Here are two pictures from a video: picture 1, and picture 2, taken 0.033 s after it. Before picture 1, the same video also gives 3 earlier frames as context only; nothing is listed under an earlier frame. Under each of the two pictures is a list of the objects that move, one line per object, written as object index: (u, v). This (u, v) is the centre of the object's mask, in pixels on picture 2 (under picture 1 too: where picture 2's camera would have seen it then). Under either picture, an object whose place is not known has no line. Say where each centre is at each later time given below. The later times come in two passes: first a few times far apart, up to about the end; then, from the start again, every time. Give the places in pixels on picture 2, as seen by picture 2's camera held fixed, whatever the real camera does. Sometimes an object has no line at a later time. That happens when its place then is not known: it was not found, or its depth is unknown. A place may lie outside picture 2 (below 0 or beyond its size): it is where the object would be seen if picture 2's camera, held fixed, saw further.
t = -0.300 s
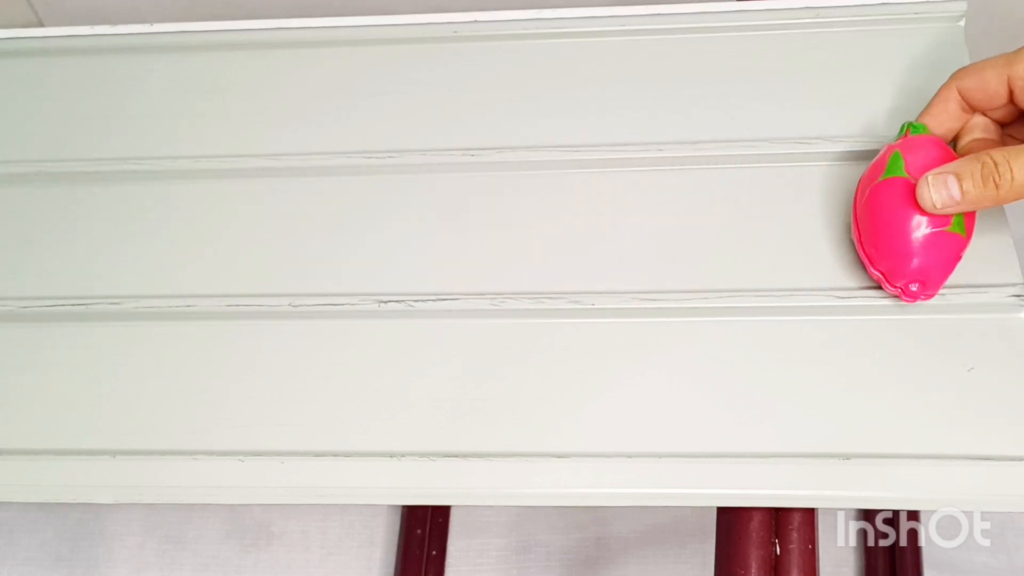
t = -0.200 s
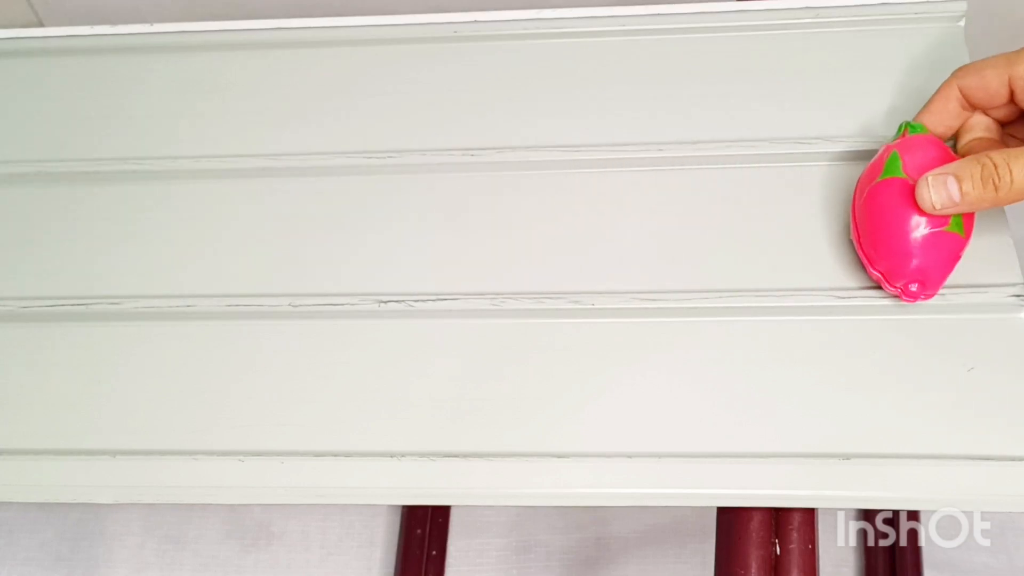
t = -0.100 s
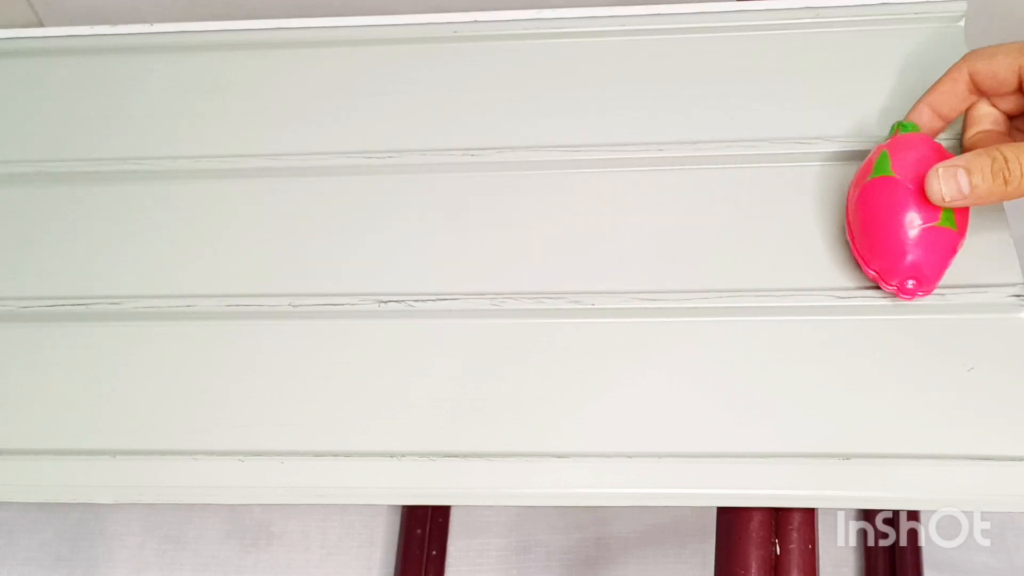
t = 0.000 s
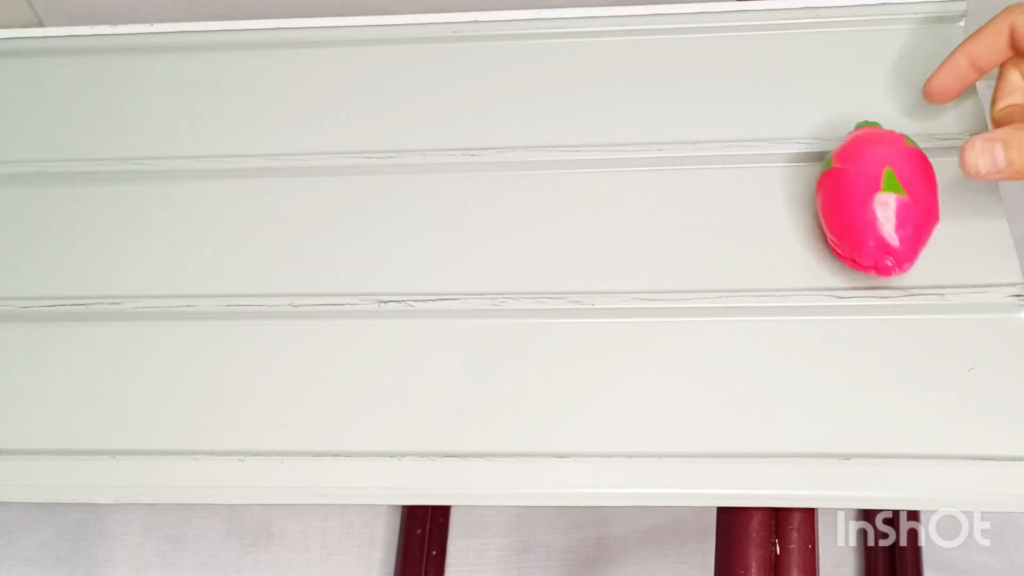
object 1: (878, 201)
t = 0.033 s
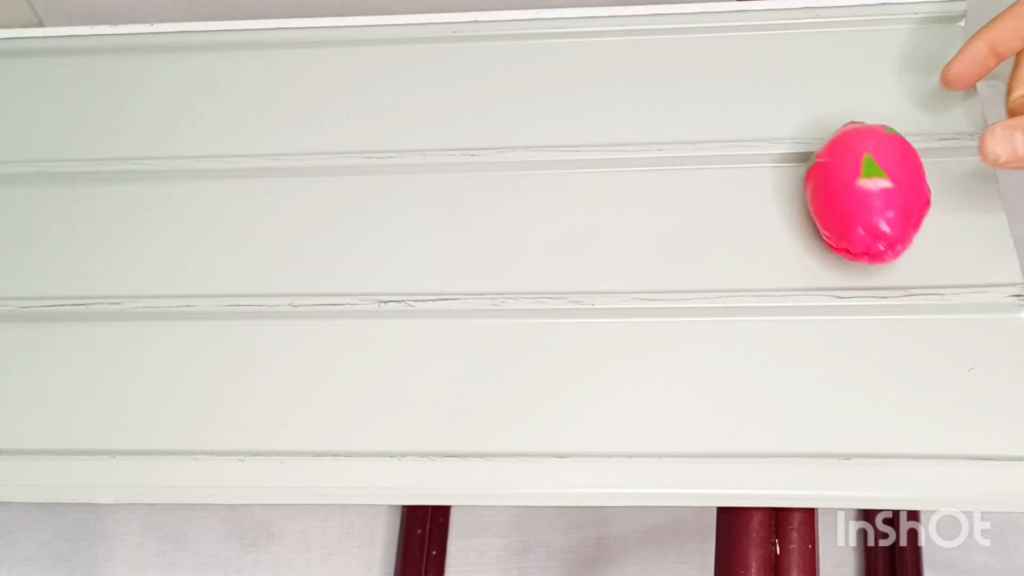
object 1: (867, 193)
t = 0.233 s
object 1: (749, 195)
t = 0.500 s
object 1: (520, 179)
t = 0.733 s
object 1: (249, 184)
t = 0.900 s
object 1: (40, 190)
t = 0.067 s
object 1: (855, 187)
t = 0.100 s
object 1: (839, 185)
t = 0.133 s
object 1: (820, 188)
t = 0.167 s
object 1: (797, 191)
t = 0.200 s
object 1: (772, 194)
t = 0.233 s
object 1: (749, 195)
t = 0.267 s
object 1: (724, 194)
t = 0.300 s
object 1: (699, 192)
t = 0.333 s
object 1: (674, 190)
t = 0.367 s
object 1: (646, 189)
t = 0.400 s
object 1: (618, 185)
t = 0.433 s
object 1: (588, 181)
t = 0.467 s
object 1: (556, 177)
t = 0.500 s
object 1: (520, 179)
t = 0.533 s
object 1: (483, 181)
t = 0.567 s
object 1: (446, 188)
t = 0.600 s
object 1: (404, 191)
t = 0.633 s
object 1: (364, 189)
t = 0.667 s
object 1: (325, 187)
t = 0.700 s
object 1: (288, 185)
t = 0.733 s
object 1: (249, 184)
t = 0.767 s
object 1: (205, 190)
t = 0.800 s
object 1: (161, 189)
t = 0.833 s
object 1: (116, 192)
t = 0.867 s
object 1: (70, 192)
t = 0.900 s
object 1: (40, 190)
